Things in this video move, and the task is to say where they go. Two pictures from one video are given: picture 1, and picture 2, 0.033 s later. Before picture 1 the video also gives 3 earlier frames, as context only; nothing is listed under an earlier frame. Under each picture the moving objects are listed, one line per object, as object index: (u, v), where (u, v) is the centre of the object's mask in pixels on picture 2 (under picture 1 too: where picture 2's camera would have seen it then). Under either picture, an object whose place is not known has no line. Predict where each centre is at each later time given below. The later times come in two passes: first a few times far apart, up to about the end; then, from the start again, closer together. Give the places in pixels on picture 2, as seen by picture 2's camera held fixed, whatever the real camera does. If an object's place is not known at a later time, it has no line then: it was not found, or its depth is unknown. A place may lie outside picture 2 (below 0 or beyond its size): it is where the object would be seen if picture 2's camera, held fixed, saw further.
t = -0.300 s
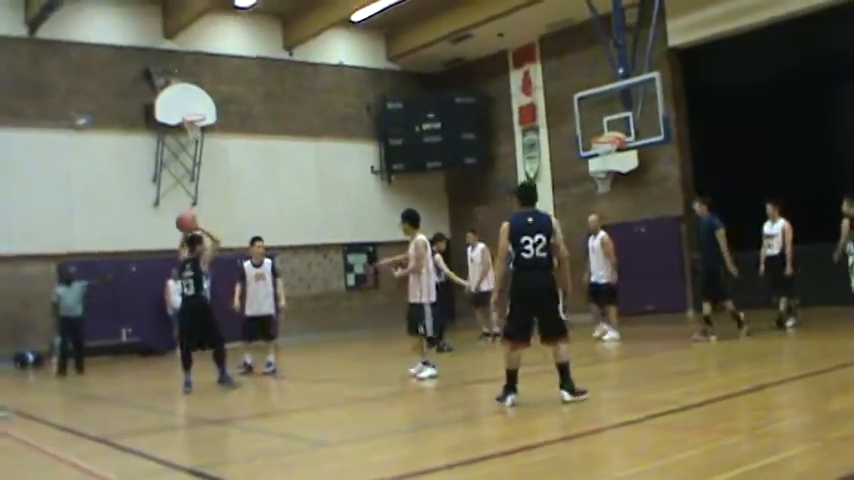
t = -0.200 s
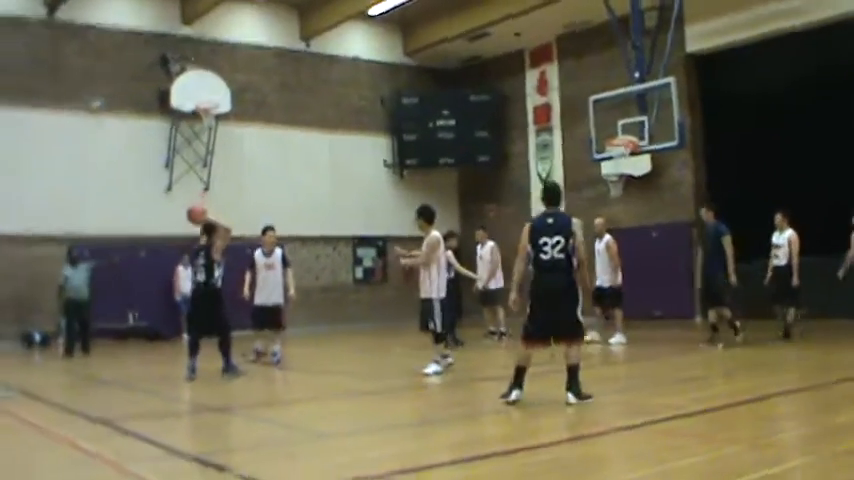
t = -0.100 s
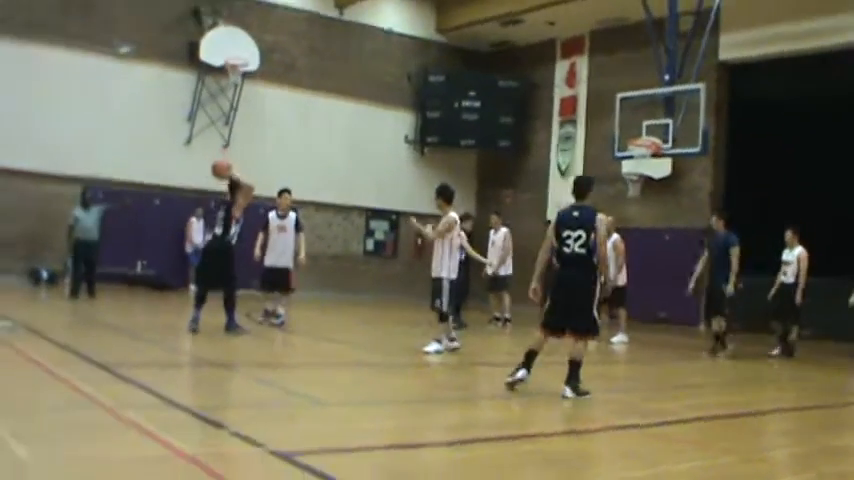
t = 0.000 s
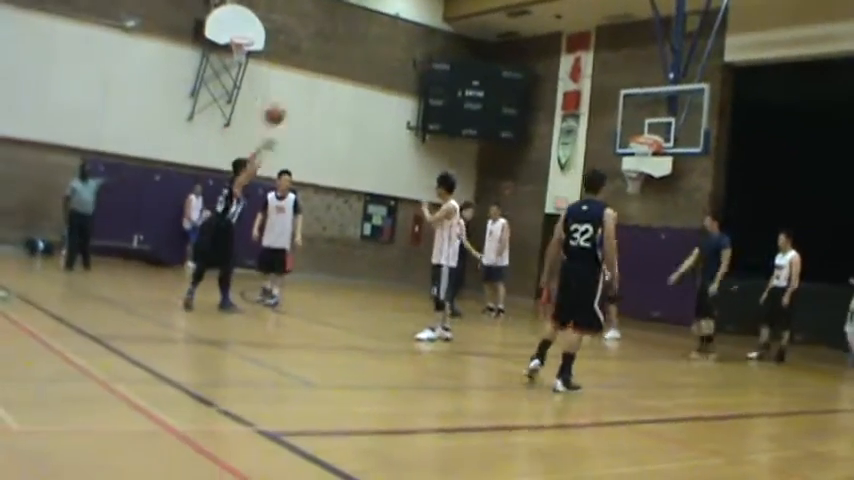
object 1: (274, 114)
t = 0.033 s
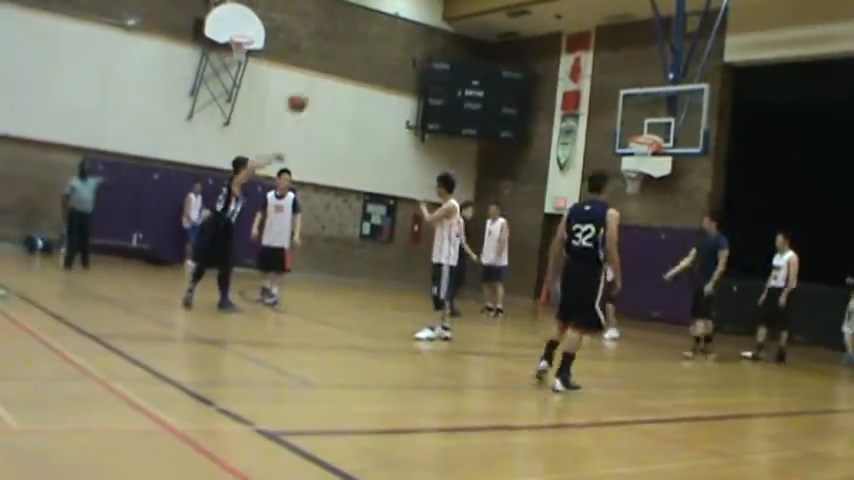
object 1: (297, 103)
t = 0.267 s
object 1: (451, 53)
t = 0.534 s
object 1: (601, 55)
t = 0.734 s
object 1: (697, 99)
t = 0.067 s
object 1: (320, 92)
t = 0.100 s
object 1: (343, 82)
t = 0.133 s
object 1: (366, 72)
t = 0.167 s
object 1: (389, 67)
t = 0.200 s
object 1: (409, 57)
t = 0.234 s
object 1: (428, 56)
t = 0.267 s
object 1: (451, 53)
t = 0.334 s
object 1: (491, 49)
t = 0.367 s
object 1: (510, 48)
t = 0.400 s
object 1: (529, 48)
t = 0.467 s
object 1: (566, 51)
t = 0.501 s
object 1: (584, 55)
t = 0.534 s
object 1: (601, 55)
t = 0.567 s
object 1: (618, 59)
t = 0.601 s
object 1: (635, 68)
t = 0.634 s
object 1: (654, 74)
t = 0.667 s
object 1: (668, 84)
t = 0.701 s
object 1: (685, 87)
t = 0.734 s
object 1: (697, 99)
